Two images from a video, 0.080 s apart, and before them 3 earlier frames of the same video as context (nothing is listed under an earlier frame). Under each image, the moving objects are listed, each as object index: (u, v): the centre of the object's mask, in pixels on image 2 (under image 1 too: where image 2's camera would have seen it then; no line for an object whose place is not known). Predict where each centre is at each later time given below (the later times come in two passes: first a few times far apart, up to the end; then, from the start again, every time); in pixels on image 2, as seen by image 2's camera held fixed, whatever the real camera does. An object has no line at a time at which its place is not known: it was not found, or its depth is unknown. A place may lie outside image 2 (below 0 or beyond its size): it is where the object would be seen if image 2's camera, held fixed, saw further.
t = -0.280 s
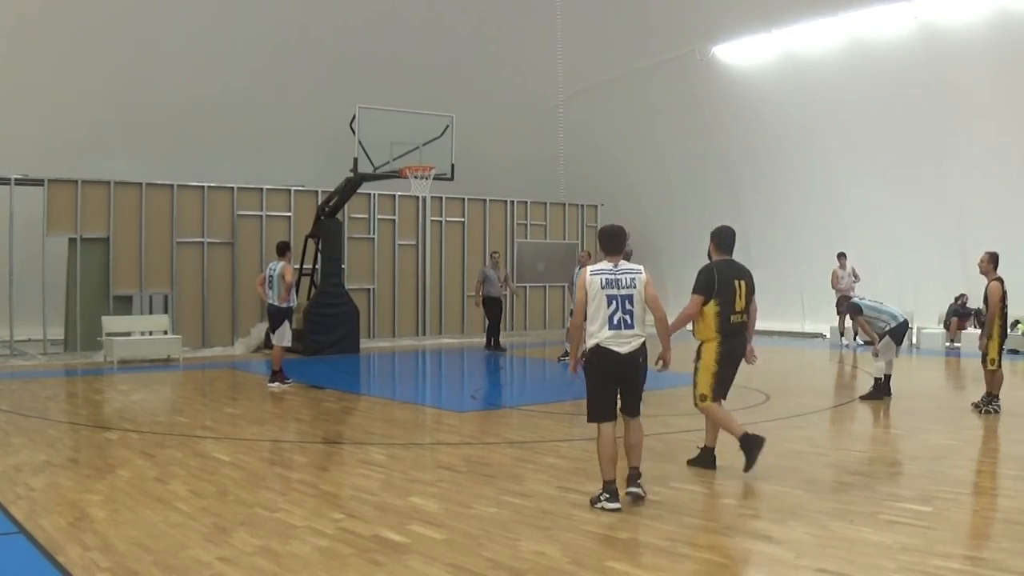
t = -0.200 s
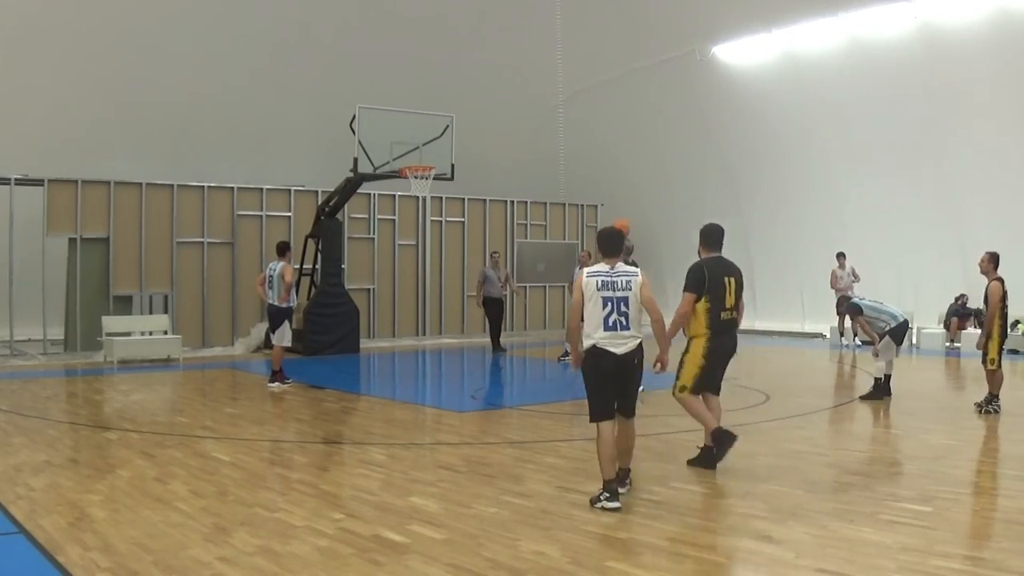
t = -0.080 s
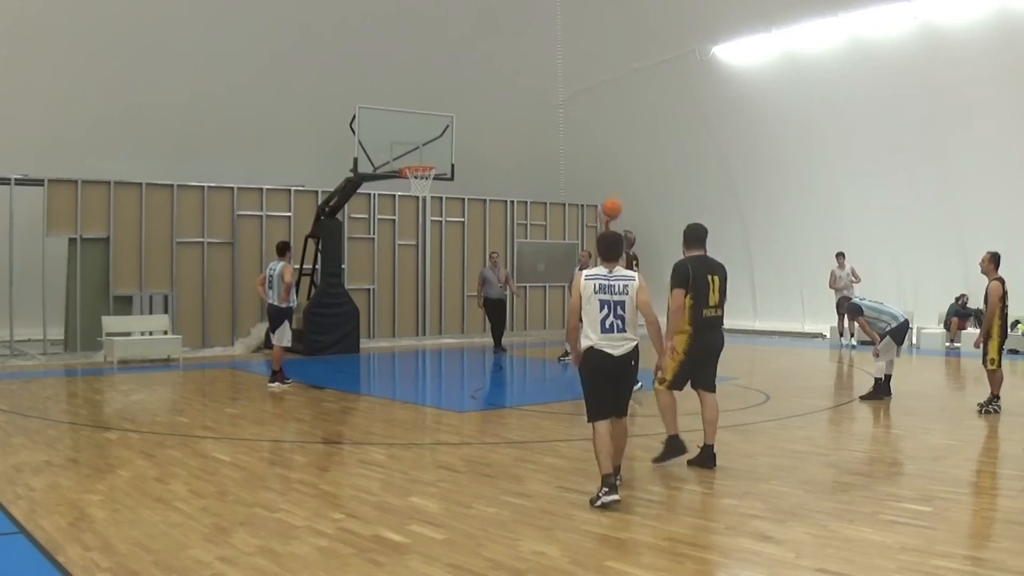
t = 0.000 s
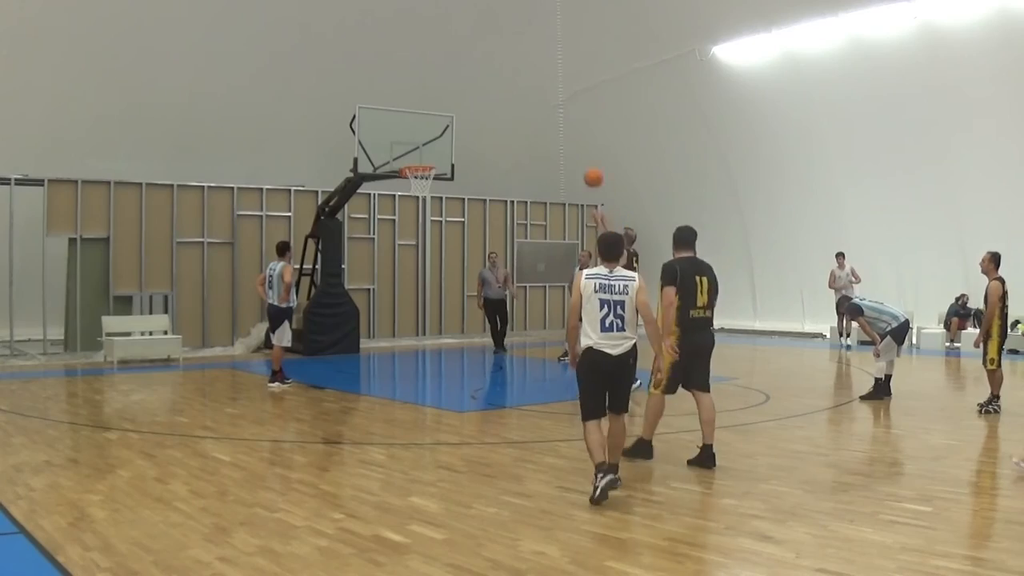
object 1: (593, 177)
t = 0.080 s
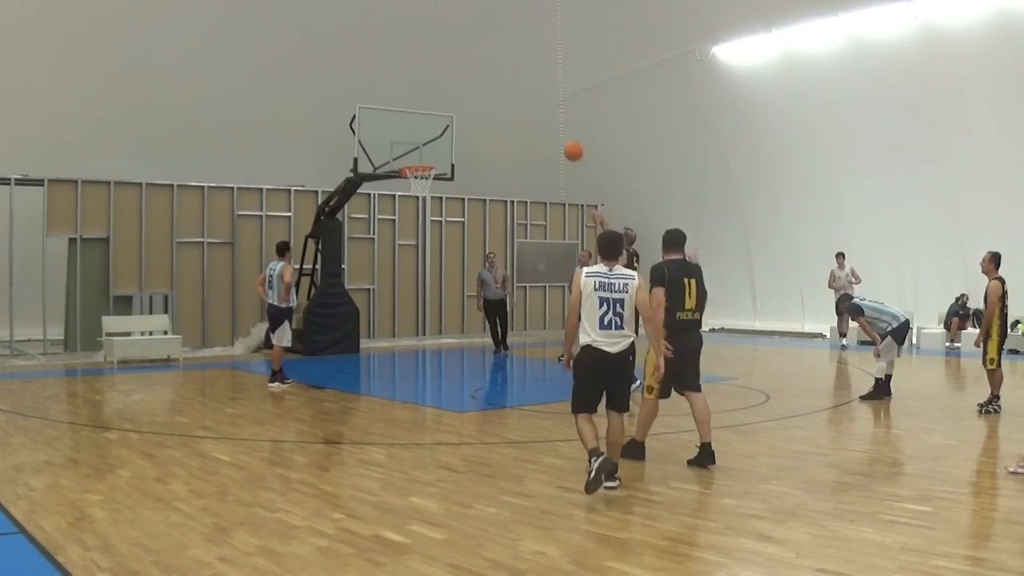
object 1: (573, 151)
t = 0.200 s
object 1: (545, 123)
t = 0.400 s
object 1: (502, 101)
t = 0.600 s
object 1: (463, 109)
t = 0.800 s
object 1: (428, 142)
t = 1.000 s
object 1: (418, 187)
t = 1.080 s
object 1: (425, 201)
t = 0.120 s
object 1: (563, 140)
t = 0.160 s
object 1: (554, 131)
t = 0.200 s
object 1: (545, 123)
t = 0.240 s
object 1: (536, 116)
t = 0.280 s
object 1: (527, 111)
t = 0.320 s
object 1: (518, 106)
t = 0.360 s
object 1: (511, 103)
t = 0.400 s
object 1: (502, 101)
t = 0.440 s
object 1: (495, 101)
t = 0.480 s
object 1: (486, 102)
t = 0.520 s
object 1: (479, 103)
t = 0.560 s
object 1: (471, 106)
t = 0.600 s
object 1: (463, 109)
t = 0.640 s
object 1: (457, 114)
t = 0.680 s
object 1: (449, 120)
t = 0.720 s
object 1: (442, 127)
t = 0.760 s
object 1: (435, 134)
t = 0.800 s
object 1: (428, 142)
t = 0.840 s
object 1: (422, 151)
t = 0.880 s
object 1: (416, 161)
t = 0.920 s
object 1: (414, 172)
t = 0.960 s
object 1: (416, 180)
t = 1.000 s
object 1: (418, 187)
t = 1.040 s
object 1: (421, 192)
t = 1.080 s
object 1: (425, 201)
